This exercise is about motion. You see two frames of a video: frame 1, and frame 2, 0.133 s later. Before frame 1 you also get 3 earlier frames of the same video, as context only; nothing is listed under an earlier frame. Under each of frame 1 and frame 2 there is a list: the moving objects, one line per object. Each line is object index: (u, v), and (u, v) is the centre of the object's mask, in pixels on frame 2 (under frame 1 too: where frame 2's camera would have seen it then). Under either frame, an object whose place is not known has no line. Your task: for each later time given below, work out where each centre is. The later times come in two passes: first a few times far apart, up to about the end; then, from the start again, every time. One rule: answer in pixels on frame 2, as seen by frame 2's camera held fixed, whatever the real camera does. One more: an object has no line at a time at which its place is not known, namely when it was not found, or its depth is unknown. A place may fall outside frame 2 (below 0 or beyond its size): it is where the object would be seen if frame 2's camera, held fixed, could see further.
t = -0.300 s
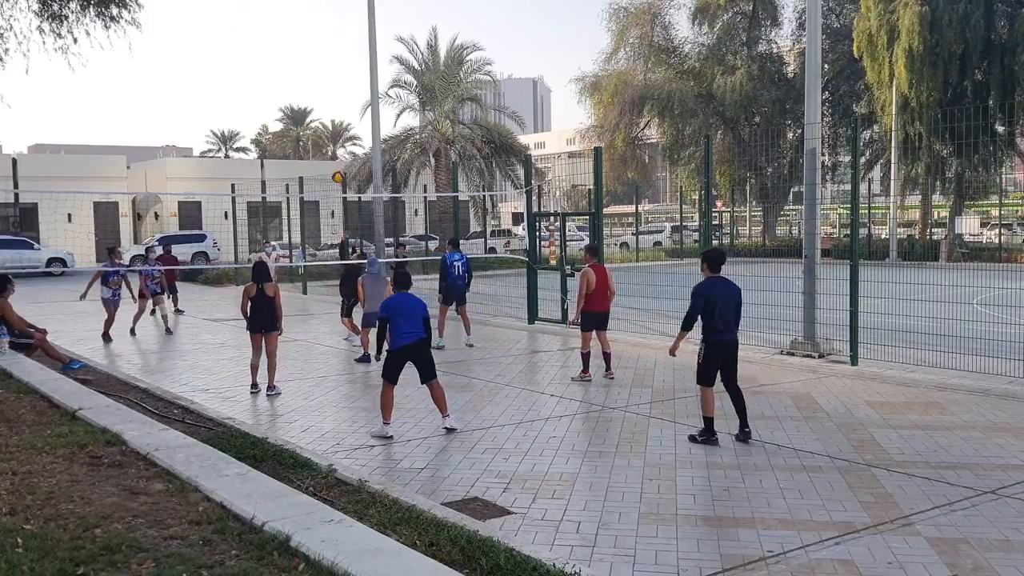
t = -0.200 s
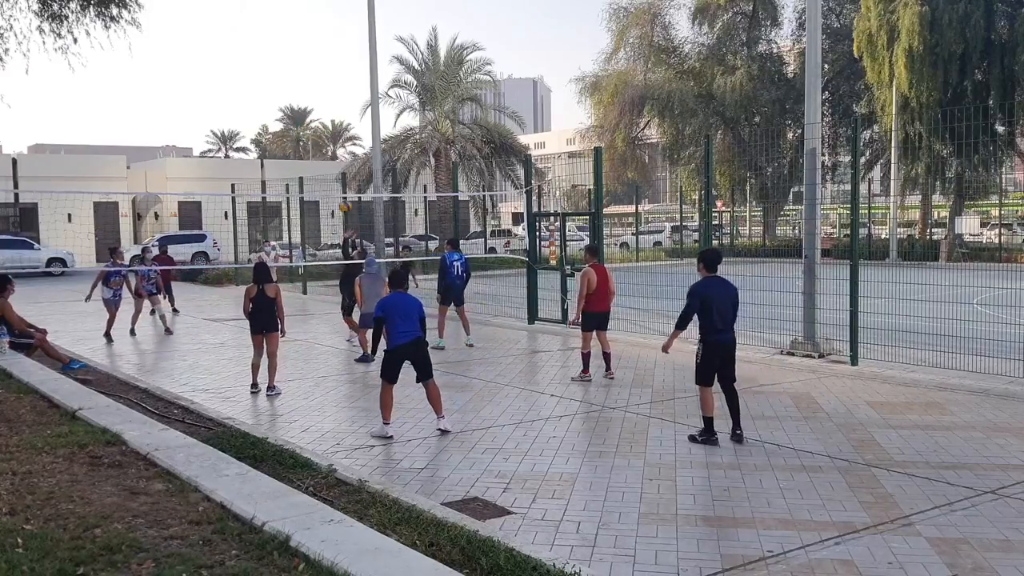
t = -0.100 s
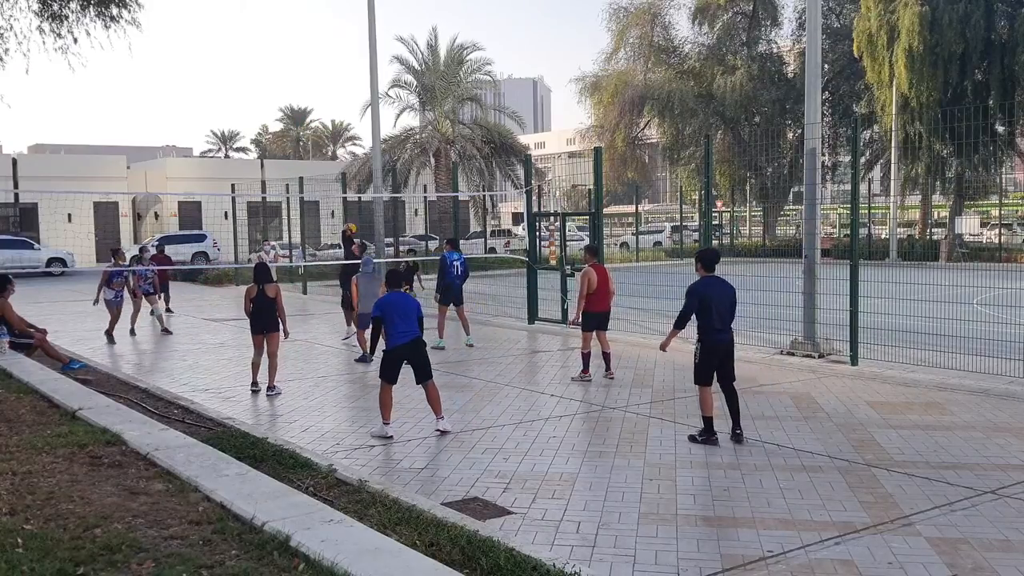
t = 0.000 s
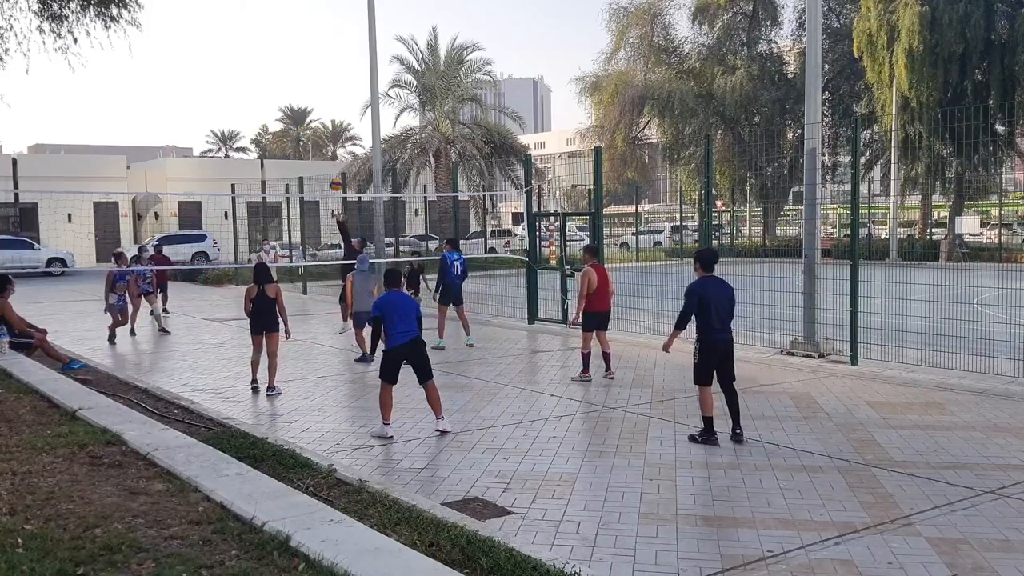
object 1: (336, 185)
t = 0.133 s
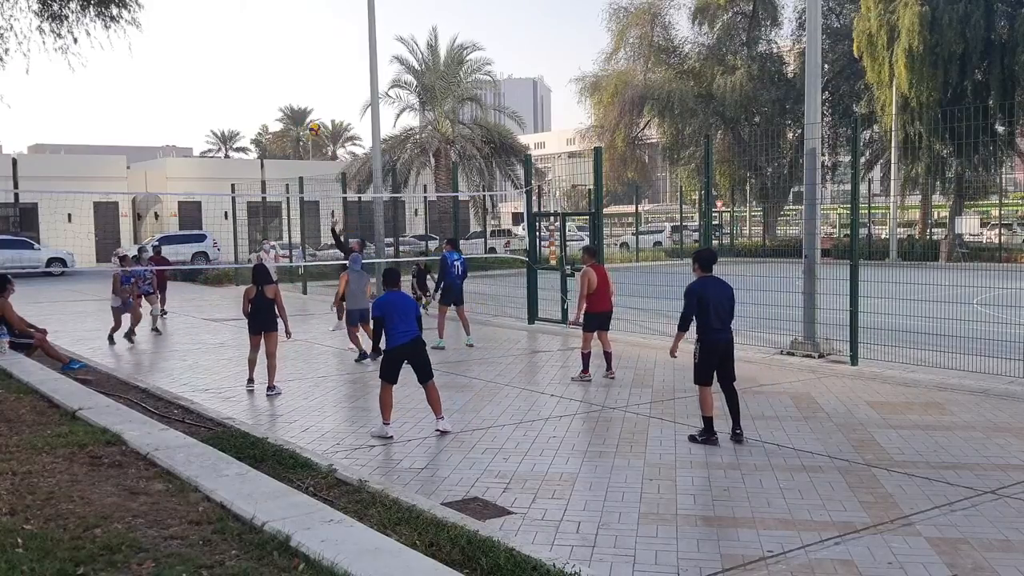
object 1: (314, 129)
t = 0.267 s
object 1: (294, 86)
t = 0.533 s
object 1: (254, 32)
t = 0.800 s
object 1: (216, 24)
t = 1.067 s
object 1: (180, 63)
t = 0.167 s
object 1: (310, 117)
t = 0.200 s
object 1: (304, 106)
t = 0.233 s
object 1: (299, 95)
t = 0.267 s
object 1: (294, 86)
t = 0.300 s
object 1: (289, 76)
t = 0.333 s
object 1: (284, 68)
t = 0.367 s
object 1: (279, 60)
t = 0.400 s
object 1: (274, 53)
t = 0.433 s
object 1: (269, 47)
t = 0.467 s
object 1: (264, 41)
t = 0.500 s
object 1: (259, 36)
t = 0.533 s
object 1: (254, 32)
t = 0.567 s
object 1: (250, 28)
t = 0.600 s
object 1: (245, 26)
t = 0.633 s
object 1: (240, 24)
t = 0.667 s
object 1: (235, 22)
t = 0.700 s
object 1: (230, 21)
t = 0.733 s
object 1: (225, 21)
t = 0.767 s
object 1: (221, 22)
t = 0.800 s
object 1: (216, 24)
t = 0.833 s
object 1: (211, 26)
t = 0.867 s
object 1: (206, 29)
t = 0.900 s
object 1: (202, 33)
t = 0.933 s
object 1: (197, 38)
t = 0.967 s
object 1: (193, 43)
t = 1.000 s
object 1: (188, 49)
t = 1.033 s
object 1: (184, 56)
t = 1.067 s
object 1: (180, 63)
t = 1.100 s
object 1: (175, 72)
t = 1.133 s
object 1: (171, 81)
